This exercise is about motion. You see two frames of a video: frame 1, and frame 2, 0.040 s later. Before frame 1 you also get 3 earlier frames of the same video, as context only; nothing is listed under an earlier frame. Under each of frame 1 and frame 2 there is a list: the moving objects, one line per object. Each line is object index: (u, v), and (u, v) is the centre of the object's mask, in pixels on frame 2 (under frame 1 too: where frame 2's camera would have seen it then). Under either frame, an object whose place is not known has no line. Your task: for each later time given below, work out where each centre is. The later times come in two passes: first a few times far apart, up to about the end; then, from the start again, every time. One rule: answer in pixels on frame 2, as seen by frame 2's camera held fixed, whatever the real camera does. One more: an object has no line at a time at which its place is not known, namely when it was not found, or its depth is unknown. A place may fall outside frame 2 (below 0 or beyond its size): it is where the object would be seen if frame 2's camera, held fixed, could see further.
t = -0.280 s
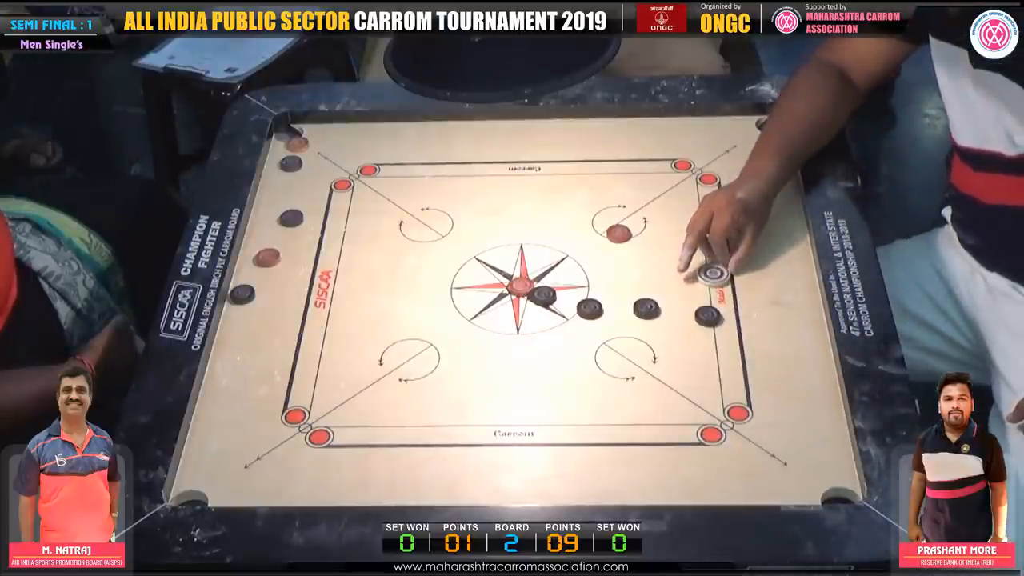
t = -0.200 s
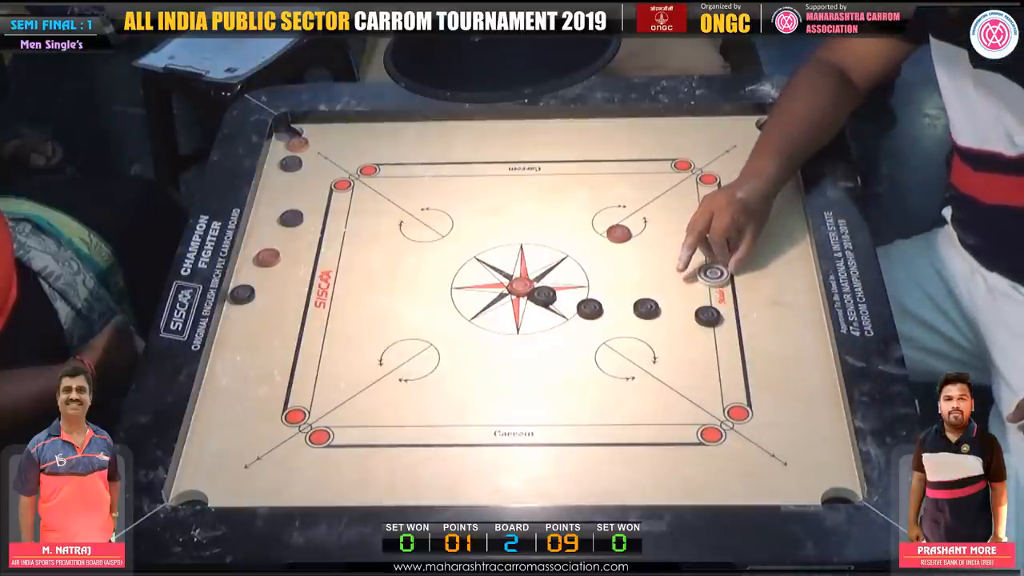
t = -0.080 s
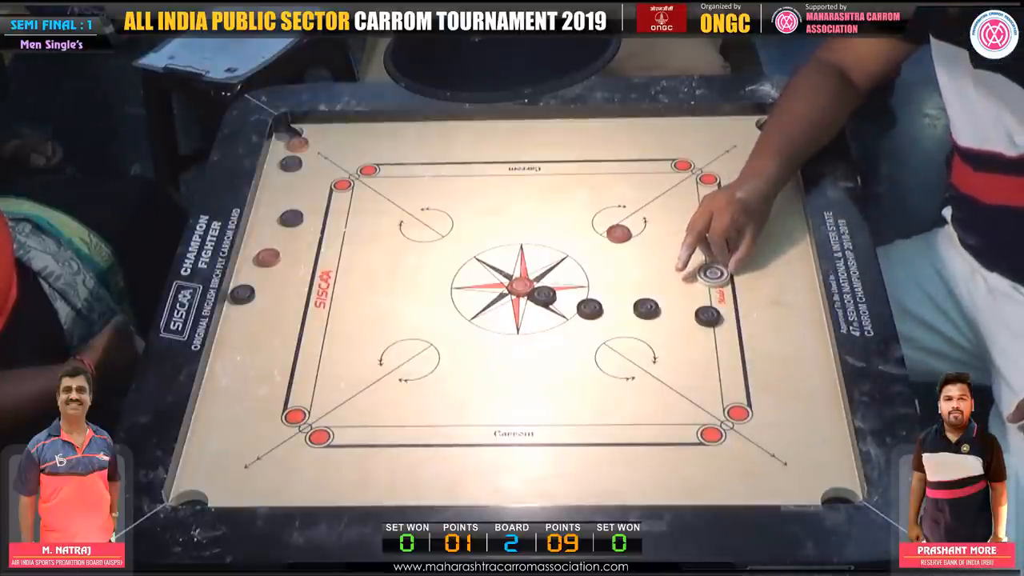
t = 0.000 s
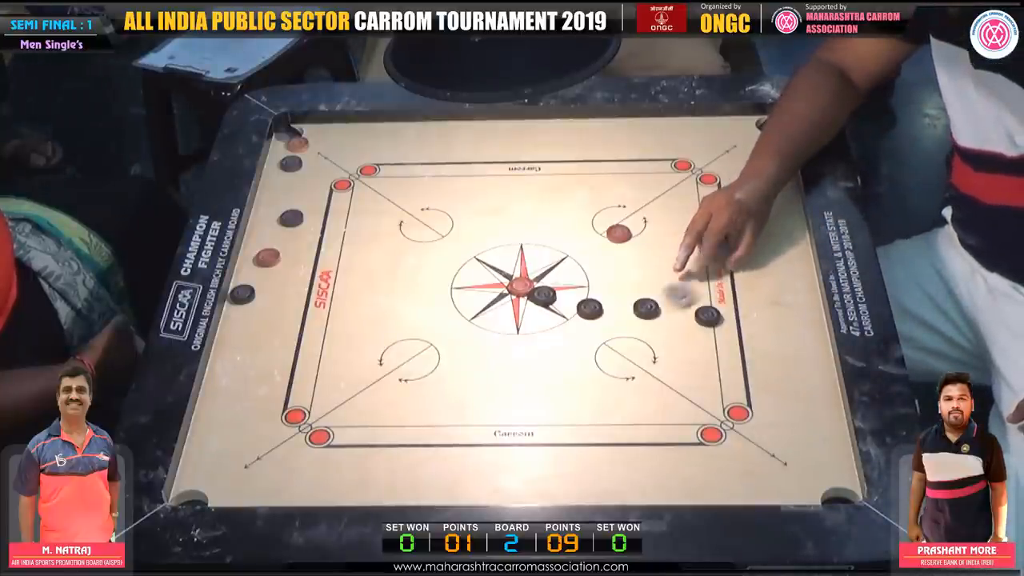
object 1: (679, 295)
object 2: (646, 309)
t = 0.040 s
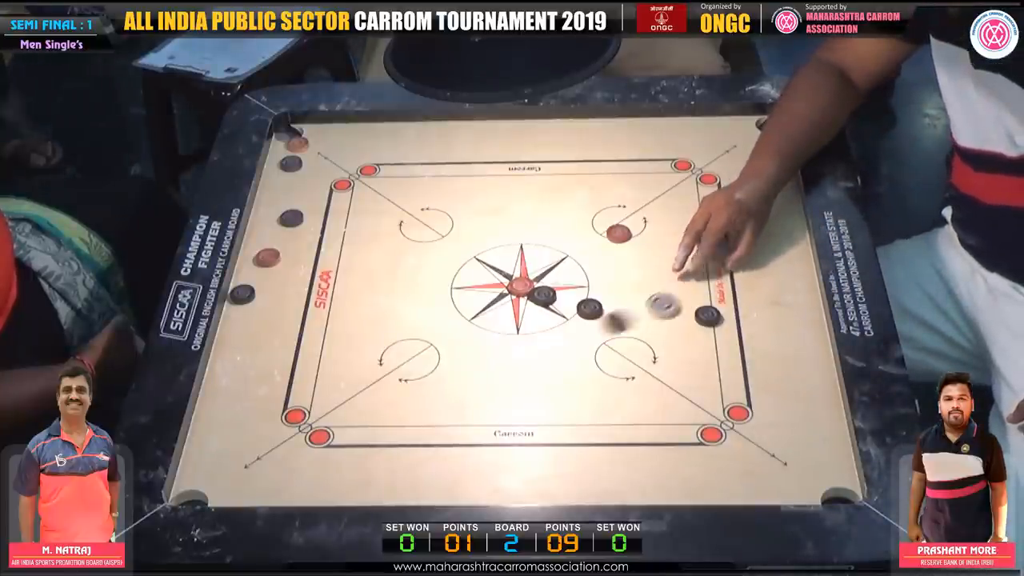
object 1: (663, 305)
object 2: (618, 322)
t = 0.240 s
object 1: (615, 338)
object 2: (431, 404)
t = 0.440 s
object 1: (591, 354)
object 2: (275, 474)
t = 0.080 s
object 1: (652, 313)
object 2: (578, 339)
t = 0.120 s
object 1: (641, 321)
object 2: (540, 357)
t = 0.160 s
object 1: (631, 327)
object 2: (502, 373)
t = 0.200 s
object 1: (622, 333)
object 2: (466, 389)
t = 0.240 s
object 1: (615, 338)
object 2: (431, 404)
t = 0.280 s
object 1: (608, 343)
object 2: (397, 420)
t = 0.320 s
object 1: (602, 346)
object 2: (364, 434)
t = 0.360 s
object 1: (597, 350)
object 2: (333, 449)
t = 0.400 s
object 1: (593, 352)
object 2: (302, 462)
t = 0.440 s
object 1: (591, 354)
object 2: (275, 474)
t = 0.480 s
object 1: (589, 355)
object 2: (247, 486)
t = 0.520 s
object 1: (588, 356)
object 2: (224, 495)
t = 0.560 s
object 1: (588, 356)
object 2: (201, 501)
